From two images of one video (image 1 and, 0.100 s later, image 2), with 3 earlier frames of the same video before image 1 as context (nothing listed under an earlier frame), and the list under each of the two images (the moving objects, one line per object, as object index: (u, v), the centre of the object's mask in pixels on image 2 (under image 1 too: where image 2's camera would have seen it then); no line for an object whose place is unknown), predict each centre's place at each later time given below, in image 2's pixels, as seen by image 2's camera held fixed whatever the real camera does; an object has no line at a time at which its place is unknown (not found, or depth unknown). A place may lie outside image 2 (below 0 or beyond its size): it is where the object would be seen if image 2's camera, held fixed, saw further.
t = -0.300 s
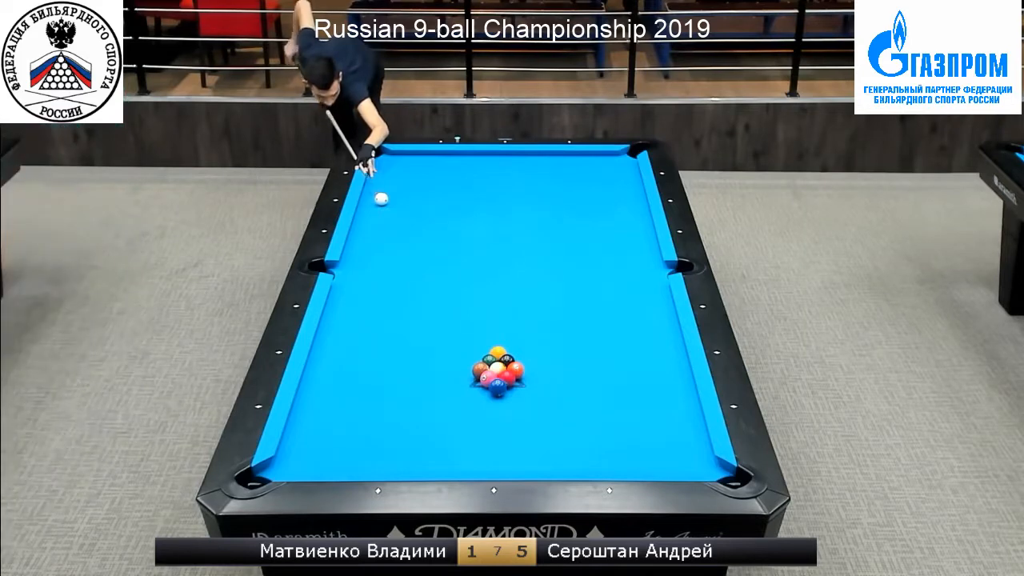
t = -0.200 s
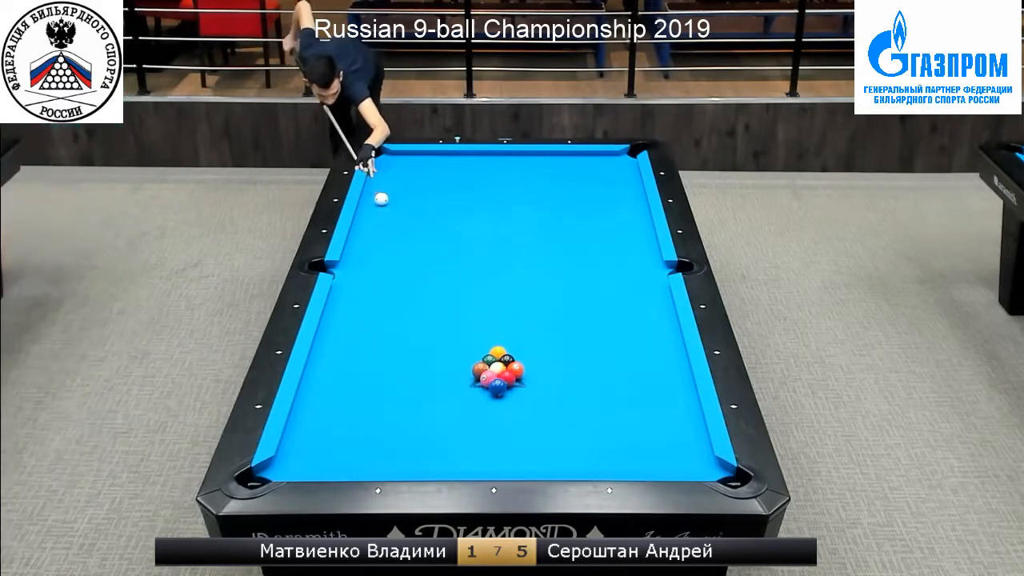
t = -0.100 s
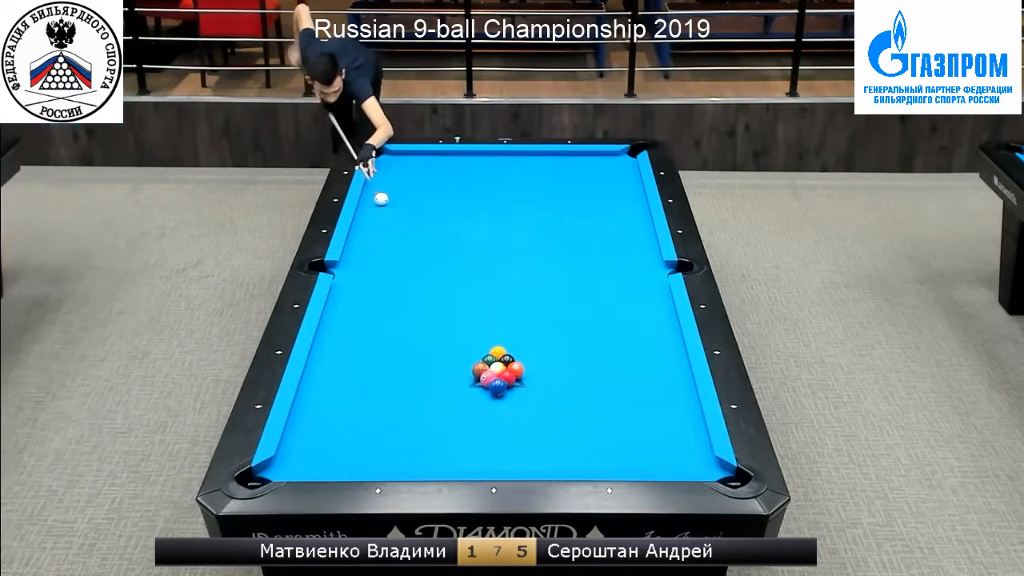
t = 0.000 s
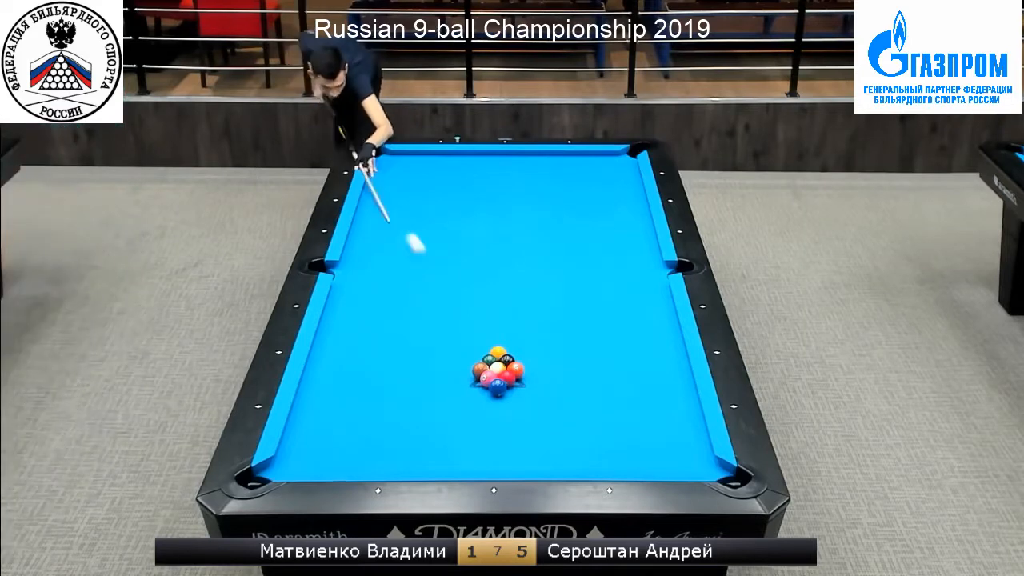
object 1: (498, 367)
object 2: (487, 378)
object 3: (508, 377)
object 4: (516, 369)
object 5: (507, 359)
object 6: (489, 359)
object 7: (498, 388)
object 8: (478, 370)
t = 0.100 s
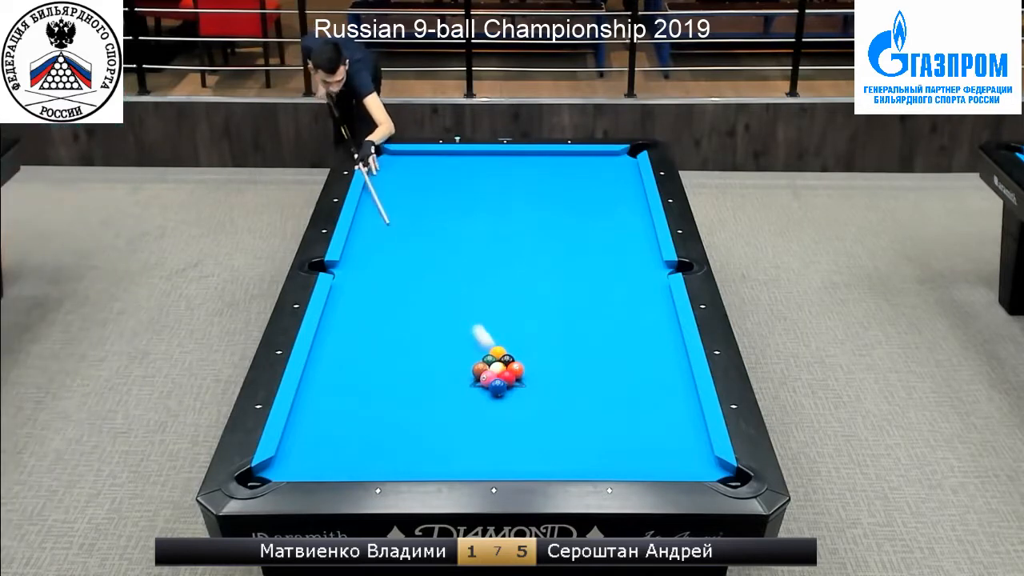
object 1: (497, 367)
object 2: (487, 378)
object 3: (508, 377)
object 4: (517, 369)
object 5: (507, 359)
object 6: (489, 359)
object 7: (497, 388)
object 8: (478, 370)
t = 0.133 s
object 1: (496, 370)
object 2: (482, 383)
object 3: (507, 381)
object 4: (551, 381)
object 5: (519, 363)
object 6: (488, 362)
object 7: (488, 398)
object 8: (471, 374)
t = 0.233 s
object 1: (496, 372)
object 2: (460, 403)
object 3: (510, 389)
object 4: (695, 430)
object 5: (561, 359)
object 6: (485, 362)
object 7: (449, 444)
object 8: (445, 392)
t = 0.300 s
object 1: (496, 372)
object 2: (446, 414)
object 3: (512, 393)
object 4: (639, 449)
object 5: (586, 356)
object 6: (484, 362)
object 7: (425, 464)
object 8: (429, 401)
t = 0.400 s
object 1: (495, 373)
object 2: (429, 430)
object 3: (515, 401)
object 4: (542, 460)
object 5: (619, 353)
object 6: (483, 362)
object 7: (411, 439)
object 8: (407, 414)
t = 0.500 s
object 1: (495, 373)
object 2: (444, 427)
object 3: (518, 407)
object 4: (463, 441)
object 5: (649, 349)
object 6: (482, 362)
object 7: (363, 432)
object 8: (384, 428)
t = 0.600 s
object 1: (494, 373)
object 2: (455, 412)
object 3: (521, 414)
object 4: (392, 439)
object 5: (676, 346)
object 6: (480, 362)
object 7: (323, 424)
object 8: (360, 442)
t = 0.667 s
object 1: (494, 373)
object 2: (461, 402)
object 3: (523, 419)
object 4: (354, 437)
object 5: (659, 341)
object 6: (480, 362)
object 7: (298, 419)
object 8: (338, 455)
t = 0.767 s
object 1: (494, 373)
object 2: (467, 390)
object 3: (526, 426)
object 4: (306, 431)
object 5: (639, 335)
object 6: (479, 362)
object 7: (323, 409)
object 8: (305, 463)
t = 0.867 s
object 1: (494, 373)
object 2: (473, 380)
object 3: (529, 432)
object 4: (317, 421)
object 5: (623, 330)
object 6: (478, 362)
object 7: (345, 400)
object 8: (285, 452)
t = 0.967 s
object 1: (496, 372)
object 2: (478, 370)
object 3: (532, 440)
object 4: (352, 409)
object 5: (607, 325)
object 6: (478, 357)
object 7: (363, 392)
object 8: (304, 441)
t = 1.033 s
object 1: (498, 372)
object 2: (479, 370)
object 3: (534, 444)
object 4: (372, 401)
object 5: (596, 322)
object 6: (478, 354)
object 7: (374, 386)
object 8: (314, 435)
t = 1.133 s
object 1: (501, 372)
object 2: (479, 367)
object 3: (537, 450)
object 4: (396, 390)
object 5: (580, 316)
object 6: (478, 349)
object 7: (389, 377)
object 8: (329, 426)
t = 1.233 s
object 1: (505, 372)
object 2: (480, 365)
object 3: (540, 457)
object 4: (419, 379)
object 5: (565, 311)
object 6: (477, 344)
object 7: (404, 371)
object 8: (344, 417)
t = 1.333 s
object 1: (508, 372)
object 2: (481, 363)
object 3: (543, 462)
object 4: (440, 369)
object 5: (551, 306)
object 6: (477, 338)
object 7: (420, 365)
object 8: (358, 409)
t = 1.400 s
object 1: (510, 372)
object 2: (481, 362)
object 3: (545, 464)
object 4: (454, 363)
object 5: (541, 303)
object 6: (477, 335)
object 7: (430, 360)
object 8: (366, 404)
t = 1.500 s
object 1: (512, 372)
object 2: (487, 361)
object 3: (546, 462)
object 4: (469, 353)
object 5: (527, 299)
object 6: (477, 331)
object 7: (443, 354)
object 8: (379, 396)
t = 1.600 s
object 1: (514, 372)
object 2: (496, 360)
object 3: (548, 459)
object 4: (480, 343)
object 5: (514, 294)
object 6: (477, 325)
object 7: (457, 347)
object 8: (392, 388)
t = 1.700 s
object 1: (516, 371)
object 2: (504, 359)
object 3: (549, 456)
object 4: (490, 333)
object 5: (501, 290)
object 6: (477, 321)
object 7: (471, 341)
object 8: (404, 381)
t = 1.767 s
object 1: (516, 372)
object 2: (510, 358)
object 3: (550, 454)
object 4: (496, 326)
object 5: (492, 288)
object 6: (477, 318)
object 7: (478, 337)
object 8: (411, 377)
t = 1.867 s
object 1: (517, 371)
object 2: (520, 357)
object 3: (561, 457)
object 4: (506, 317)
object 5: (480, 283)
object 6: (477, 314)
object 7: (491, 332)
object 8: (423, 370)
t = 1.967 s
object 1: (518, 371)
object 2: (528, 358)
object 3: (571, 460)
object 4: (516, 309)
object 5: (468, 280)
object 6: (477, 310)
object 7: (503, 326)
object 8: (434, 364)
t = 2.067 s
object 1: (520, 371)
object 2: (536, 358)
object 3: (581, 462)
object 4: (524, 300)
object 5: (455, 276)
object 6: (478, 306)
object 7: (515, 320)
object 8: (444, 357)
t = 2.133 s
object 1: (520, 371)
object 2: (541, 358)
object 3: (587, 463)
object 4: (530, 295)
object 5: (448, 273)
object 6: (478, 303)
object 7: (522, 317)
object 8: (451, 354)
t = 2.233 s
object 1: (521, 371)
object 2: (549, 358)
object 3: (596, 464)
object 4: (538, 287)
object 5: (437, 270)
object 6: (478, 300)
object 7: (533, 312)
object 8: (461, 348)
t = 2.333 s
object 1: (523, 371)
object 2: (557, 358)
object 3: (604, 463)
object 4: (547, 280)
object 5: (426, 267)
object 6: (478, 297)
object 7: (544, 307)
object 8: (470, 342)
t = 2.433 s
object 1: (523, 371)
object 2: (564, 357)
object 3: (611, 462)
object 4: (555, 273)
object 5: (415, 263)
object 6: (478, 293)
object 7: (554, 302)
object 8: (479, 337)
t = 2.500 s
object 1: (524, 371)
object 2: (569, 357)
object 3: (615, 462)
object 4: (559, 268)
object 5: (408, 261)
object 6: (478, 291)
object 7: (561, 299)
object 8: (485, 334)
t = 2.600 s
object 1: (524, 370)
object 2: (575, 357)
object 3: (622, 461)
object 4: (567, 262)
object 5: (398, 258)
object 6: (478, 288)
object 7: (571, 295)
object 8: (494, 329)
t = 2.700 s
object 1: (524, 370)
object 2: (582, 357)
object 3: (628, 460)
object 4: (574, 255)
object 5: (389, 254)
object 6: (477, 285)
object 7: (580, 290)
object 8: (503, 323)
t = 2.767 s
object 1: (524, 370)
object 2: (587, 357)
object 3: (632, 460)
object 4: (578, 251)
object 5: (382, 253)
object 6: (477, 283)
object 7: (587, 287)
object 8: (508, 320)
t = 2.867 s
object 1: (524, 370)
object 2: (593, 356)
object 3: (638, 459)
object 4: (585, 245)
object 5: (373, 250)
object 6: (477, 281)
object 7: (595, 284)
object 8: (516, 316)
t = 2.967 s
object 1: (524, 370)
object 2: (599, 356)
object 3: (644, 458)
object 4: (592, 239)
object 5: (364, 247)
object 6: (478, 278)
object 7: (604, 280)
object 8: (524, 312)
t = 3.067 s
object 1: (524, 370)
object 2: (605, 356)
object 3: (649, 457)
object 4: (598, 233)
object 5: (354, 244)
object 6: (477, 276)
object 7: (612, 275)
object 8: (531, 307)
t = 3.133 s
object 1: (524, 370)
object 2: (608, 356)
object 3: (652, 456)
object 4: (602, 230)
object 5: (352, 243)
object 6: (478, 274)
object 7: (618, 273)
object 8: (536, 304)
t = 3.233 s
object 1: (524, 370)
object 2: (614, 356)
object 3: (657, 456)
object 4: (608, 224)
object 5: (358, 241)
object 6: (478, 271)
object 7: (626, 269)
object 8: (542, 300)
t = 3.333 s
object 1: (524, 370)
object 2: (619, 355)
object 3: (662, 455)
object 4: (613, 219)
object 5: (364, 239)
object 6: (478, 270)
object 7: (634, 266)
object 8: (550, 297)
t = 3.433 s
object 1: (524, 370)
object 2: (624, 355)
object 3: (667, 454)
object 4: (619, 215)
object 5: (369, 238)
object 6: (478, 268)
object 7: (642, 263)
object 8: (556, 293)
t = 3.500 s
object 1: (524, 370)
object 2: (627, 355)
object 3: (670, 454)
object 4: (623, 211)
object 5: (373, 237)
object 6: (478, 267)
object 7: (647, 260)
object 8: (560, 291)
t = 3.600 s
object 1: (524, 370)
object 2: (632, 355)
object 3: (674, 452)
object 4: (629, 207)
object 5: (378, 235)
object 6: (478, 265)
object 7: (654, 258)
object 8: (566, 287)
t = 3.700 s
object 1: (524, 370)
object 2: (637, 355)
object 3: (677, 452)
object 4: (633, 202)
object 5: (383, 234)
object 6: (478, 263)
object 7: (651, 255)
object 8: (572, 284)
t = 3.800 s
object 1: (524, 370)
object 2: (641, 355)
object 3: (681, 451)
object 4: (639, 198)
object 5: (387, 233)
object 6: (478, 261)
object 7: (646, 253)
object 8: (578, 280)
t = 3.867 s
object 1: (524, 370)
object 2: (643, 355)
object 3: (683, 451)
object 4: (638, 195)
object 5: (390, 232)
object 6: (478, 261)
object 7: (644, 252)
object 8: (582, 278)
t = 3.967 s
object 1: (524, 370)
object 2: (647, 355)
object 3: (686, 450)
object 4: (634, 192)
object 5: (394, 231)
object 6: (479, 259)
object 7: (639, 250)
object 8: (587, 275)
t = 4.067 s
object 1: (524, 370)
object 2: (651, 355)
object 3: (689, 449)
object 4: (632, 188)
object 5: (399, 229)
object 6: (479, 257)
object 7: (635, 248)
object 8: (592, 272)
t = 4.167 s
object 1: (524, 370)
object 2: (654, 355)
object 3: (692, 449)
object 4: (628, 186)
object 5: (402, 228)
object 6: (480, 257)
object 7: (632, 246)
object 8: (598, 269)
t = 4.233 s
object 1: (524, 370)
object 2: (656, 355)
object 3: (693, 449)
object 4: (626, 183)
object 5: (405, 227)
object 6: (480, 256)
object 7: (629, 245)
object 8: (601, 268)
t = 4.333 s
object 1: (524, 370)
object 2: (659, 355)
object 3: (695, 449)
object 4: (623, 180)
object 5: (408, 226)
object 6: (480, 255)
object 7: (626, 243)
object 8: (606, 265)
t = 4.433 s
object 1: (524, 370)
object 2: (662, 355)
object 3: (698, 448)
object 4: (620, 178)
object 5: (411, 226)
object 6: (480, 254)
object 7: (623, 242)
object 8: (610, 262)
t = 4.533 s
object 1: (524, 370)
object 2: (664, 355)
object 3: (700, 448)
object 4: (618, 175)
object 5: (414, 224)
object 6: (481, 253)
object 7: (620, 240)
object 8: (615, 260)
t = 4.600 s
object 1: (524, 370)
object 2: (666, 355)
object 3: (701, 448)
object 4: (616, 173)
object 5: (416, 224)
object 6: (481, 253)
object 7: (618, 239)
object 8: (618, 258)
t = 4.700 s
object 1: (524, 370)
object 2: (668, 355)
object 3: (702, 448)
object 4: (613, 170)
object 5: (419, 223)
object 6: (481, 252)
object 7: (615, 238)
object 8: (622, 256)
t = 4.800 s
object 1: (524, 370)
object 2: (670, 355)
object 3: (702, 448)
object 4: (611, 168)
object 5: (422, 223)
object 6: (481, 252)
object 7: (612, 237)
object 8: (626, 254)
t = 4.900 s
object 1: (524, 370)
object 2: (672, 355)
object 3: (702, 448)
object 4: (608, 166)
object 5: (424, 222)
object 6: (481, 251)
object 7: (610, 236)
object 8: (630, 252)
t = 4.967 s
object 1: (524, 370)
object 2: (673, 355)
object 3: (702, 448)
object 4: (607, 164)
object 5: (426, 221)
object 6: (482, 251)
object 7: (608, 235)
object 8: (633, 250)
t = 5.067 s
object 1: (524, 370)
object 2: (673, 355)
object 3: (702, 448)
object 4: (605, 162)
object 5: (428, 221)
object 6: (481, 251)
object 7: (605, 234)
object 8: (636, 248)
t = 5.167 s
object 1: (524, 370)
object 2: (675, 355)
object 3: (703, 448)
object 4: (602, 160)
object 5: (430, 220)
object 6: (481, 251)
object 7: (603, 233)
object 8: (640, 246)
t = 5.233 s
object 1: (524, 370)
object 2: (676, 355)
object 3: (703, 448)
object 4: (601, 158)
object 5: (431, 220)
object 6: (481, 251)
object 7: (602, 232)
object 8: (642, 245)
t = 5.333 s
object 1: (524, 370)
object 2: (676, 355)
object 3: (703, 448)
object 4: (599, 156)
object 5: (433, 219)
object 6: (481, 251)
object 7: (600, 232)
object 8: (646, 243)
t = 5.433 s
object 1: (524, 370)
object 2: (677, 355)
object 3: (703, 448)
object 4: (598, 155)
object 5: (435, 219)
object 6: (481, 250)
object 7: (599, 231)
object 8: (649, 242)
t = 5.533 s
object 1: (524, 370)
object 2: (677, 355)
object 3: (703, 448)
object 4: (597, 154)
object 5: (436, 218)
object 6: (481, 250)
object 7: (597, 230)
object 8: (650, 240)
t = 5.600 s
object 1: (524, 370)
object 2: (677, 355)
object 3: (703, 448)
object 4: (596, 155)
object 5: (437, 218)
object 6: (481, 250)
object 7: (596, 230)
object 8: (649, 240)
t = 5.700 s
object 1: (524, 370)
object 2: (677, 355)
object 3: (703, 448)
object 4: (596, 155)
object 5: (438, 218)
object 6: (481, 250)
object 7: (595, 229)
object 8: (647, 239)
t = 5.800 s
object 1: (524, 370)
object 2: (677, 355)
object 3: (703, 448)
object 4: (595, 157)
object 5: (439, 217)
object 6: (481, 250)
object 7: (594, 229)
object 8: (645, 238)
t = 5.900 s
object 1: (524, 370)
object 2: (678, 355)
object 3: (703, 448)
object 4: (595, 157)
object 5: (440, 217)
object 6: (481, 250)
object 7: (593, 228)
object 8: (644, 237)
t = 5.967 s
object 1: (524, 370)
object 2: (678, 355)
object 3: (703, 448)
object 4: (595, 158)
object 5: (440, 217)
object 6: (481, 250)
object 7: (592, 228)
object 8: (642, 236)
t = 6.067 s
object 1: (524, 370)
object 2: (677, 355)
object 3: (703, 448)
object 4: (595, 159)
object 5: (441, 217)
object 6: (481, 250)
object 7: (592, 228)
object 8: (641, 236)
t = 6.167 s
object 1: (524, 370)
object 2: (677, 355)
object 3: (703, 448)
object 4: (595, 159)
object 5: (441, 217)
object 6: (481, 250)
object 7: (591, 227)
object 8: (640, 235)
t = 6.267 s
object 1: (524, 370)
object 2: (678, 354)
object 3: (703, 448)
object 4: (595, 160)
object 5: (441, 217)
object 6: (481, 250)
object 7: (591, 227)
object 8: (639, 235)
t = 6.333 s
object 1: (524, 370)
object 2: (677, 354)
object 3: (703, 448)
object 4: (594, 160)
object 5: (441, 217)
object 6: (481, 250)
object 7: (591, 227)
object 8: (638, 234)
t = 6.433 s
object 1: (524, 370)
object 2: (677, 354)
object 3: (703, 448)
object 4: (594, 161)
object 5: (441, 217)
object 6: (481, 250)
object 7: (591, 227)
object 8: (637, 233)
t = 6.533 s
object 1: (524, 370)
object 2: (677, 354)
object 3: (703, 448)
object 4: (594, 161)
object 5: (441, 217)
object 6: (481, 250)
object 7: (591, 227)
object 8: (636, 233)
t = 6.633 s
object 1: (524, 370)
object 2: (677, 354)
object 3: (703, 448)
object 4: (594, 161)
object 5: (441, 217)
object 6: (481, 250)
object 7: (591, 227)
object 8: (636, 233)
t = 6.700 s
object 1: (524, 370)
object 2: (677, 354)
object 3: (703, 448)
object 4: (594, 162)
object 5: (441, 217)
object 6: (481, 250)
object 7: (591, 227)
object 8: (636, 233)
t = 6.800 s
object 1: (524, 370)
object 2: (678, 354)
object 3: (703, 448)
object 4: (594, 162)
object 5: (441, 217)
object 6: (481, 250)
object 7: (591, 227)
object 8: (635, 232)
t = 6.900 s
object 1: (524, 370)
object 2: (678, 354)
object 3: (703, 448)
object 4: (594, 162)
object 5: (441, 217)
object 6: (481, 250)
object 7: (591, 227)
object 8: (635, 232)
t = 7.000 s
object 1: (524, 370)
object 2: (678, 354)
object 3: (703, 448)
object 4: (594, 162)
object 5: (441, 217)
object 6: (481, 250)
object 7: (591, 227)
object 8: (635, 232)
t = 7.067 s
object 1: (524, 370)
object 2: (678, 354)
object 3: (703, 448)
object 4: (594, 162)
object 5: (441, 217)
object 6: (481, 250)
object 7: (591, 227)
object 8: (635, 232)
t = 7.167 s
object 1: (524, 370)
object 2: (678, 354)
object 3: (703, 448)
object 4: (594, 162)
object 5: (441, 217)
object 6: (481, 250)
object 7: (591, 227)
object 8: (635, 232)
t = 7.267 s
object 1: (524, 370)
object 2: (678, 354)
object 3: (703, 448)
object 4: (594, 162)
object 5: (441, 217)
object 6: (481, 250)
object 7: (591, 227)
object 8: (635, 232)
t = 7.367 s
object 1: (524, 370)
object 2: (678, 354)
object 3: (703, 448)
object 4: (594, 162)
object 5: (441, 217)
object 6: (481, 250)
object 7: (591, 227)
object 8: (635, 232)
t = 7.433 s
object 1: (524, 370)
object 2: (678, 354)
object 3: (703, 448)
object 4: (594, 162)
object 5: (441, 217)
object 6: (481, 250)
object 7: (591, 227)
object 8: (634, 232)
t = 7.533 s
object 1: (524, 370)
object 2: (678, 354)
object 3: (703, 448)
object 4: (594, 162)
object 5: (441, 217)
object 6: (481, 250)
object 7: (591, 227)
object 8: (634, 232)
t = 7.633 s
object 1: (524, 370)
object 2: (678, 354)
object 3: (703, 448)
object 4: (594, 162)
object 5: (441, 217)
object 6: (481, 250)
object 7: (591, 227)
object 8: (634, 232)
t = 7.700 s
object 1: (524, 370)
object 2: (678, 354)
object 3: (703, 448)
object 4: (594, 162)
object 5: (441, 217)
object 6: (481, 250)
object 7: (591, 227)
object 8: (634, 232)
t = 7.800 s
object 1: (524, 370)
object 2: (678, 354)
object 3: (703, 448)
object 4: (594, 162)
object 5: (441, 217)
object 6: (481, 250)
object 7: (591, 227)
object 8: (634, 232)
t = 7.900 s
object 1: (524, 370)
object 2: (678, 354)
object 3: (703, 448)
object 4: (594, 162)
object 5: (441, 217)
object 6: (481, 250)
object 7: (591, 227)
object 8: (634, 232)
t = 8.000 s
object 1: (524, 370)
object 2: (678, 354)
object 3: (703, 448)
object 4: (594, 162)
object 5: (441, 217)
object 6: (481, 250)
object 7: (591, 227)
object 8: (634, 232)
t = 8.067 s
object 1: (524, 370)
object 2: (678, 354)
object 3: (703, 448)
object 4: (594, 162)
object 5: (441, 217)
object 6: (481, 250)
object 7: (591, 227)
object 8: (635, 232)
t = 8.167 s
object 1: (524, 370)
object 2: (678, 354)
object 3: (703, 448)
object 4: (594, 162)
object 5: (441, 217)
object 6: (481, 250)
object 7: (591, 227)
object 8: (635, 232)
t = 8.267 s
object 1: (524, 370)
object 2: (678, 354)
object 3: (703, 448)
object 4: (594, 162)
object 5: (441, 217)
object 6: (481, 250)
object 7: (591, 227)
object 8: (635, 232)
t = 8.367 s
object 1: (524, 370)
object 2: (678, 354)
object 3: (703, 448)
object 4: (594, 162)
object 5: (441, 217)
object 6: (481, 250)
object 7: (591, 227)
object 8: (635, 232)
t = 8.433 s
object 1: (524, 370)
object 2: (678, 354)
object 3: (703, 448)
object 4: (594, 162)
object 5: (441, 217)
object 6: (481, 250)
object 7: (591, 227)
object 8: (634, 232)
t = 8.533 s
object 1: (524, 370)
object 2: (678, 354)
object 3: (703, 448)
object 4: (594, 162)
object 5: (441, 217)
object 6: (481, 250)
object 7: (591, 227)
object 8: (634, 232)
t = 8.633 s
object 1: (524, 370)
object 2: (678, 354)
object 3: (703, 448)
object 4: (594, 162)
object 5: (441, 217)
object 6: (481, 250)
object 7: (591, 227)
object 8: (634, 232)
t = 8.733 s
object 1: (524, 370)
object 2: (678, 354)
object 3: (703, 448)
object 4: (594, 162)
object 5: (441, 217)
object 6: (481, 250)
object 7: (591, 227)
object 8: (634, 232)
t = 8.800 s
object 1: (524, 370)
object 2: (678, 354)
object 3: (703, 448)
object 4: (594, 162)
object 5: (441, 217)
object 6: (481, 250)
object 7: (591, 227)
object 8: (634, 232)
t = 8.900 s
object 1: (524, 370)
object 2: (678, 354)
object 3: (703, 448)
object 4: (594, 162)
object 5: (441, 217)
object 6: (481, 250)
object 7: (591, 227)
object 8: (634, 232)
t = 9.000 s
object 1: (524, 370)
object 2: (678, 354)
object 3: (703, 448)
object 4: (594, 162)
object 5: (441, 217)
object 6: (481, 250)
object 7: (591, 227)
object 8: (634, 232)
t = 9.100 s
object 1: (524, 370)
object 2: (677, 354)
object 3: (703, 448)
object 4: (594, 162)
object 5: (441, 217)
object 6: (481, 250)
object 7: (591, 227)
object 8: (634, 232)
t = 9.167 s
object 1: (524, 370)
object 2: (678, 354)
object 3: (703, 448)
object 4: (594, 162)
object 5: (441, 217)
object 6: (481, 250)
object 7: (591, 227)
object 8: (634, 232)
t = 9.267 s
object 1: (524, 370)
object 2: (678, 354)
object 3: (703, 448)
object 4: (594, 162)
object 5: (441, 217)
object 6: (481, 250)
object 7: (591, 227)
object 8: (634, 232)
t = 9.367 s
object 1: (524, 370)
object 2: (677, 354)
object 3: (703, 448)
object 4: (594, 162)
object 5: (441, 217)
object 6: (481, 250)
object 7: (591, 227)
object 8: (634, 232)
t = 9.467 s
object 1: (524, 370)
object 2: (678, 354)
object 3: (703, 448)
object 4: (594, 162)
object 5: (441, 217)
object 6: (481, 250)
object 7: (591, 227)
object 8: (634, 232)
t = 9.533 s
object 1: (524, 370)
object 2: (678, 354)
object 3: (703, 448)
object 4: (594, 162)
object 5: (441, 217)
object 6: (481, 250)
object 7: (591, 227)
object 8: (634, 232)
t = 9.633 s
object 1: (524, 370)
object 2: (677, 354)
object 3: (703, 448)
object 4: (594, 162)
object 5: (441, 217)
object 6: (481, 250)
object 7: (591, 227)
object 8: (634, 232)
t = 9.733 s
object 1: (524, 370)
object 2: (678, 354)
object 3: (703, 448)
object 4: (594, 162)
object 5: (441, 217)
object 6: (481, 250)
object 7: (591, 227)
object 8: (635, 232)
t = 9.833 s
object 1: (524, 370)
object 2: (678, 354)
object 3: (703, 448)
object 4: (594, 162)
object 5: (441, 217)
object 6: (481, 250)
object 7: (591, 227)
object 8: (635, 232)
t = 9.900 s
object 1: (524, 370)
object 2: (678, 354)
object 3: (703, 448)
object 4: (594, 162)
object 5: (441, 217)
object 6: (481, 250)
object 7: (591, 227)
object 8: (635, 232)
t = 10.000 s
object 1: (524, 370)
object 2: (678, 354)
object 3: (703, 448)
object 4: (594, 162)
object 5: (440, 217)
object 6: (481, 250)
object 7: (591, 226)
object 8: (634, 232)
